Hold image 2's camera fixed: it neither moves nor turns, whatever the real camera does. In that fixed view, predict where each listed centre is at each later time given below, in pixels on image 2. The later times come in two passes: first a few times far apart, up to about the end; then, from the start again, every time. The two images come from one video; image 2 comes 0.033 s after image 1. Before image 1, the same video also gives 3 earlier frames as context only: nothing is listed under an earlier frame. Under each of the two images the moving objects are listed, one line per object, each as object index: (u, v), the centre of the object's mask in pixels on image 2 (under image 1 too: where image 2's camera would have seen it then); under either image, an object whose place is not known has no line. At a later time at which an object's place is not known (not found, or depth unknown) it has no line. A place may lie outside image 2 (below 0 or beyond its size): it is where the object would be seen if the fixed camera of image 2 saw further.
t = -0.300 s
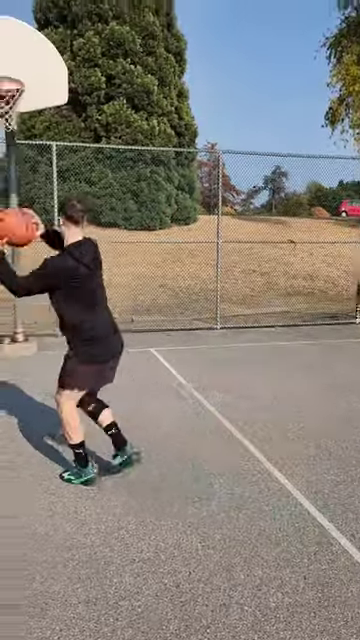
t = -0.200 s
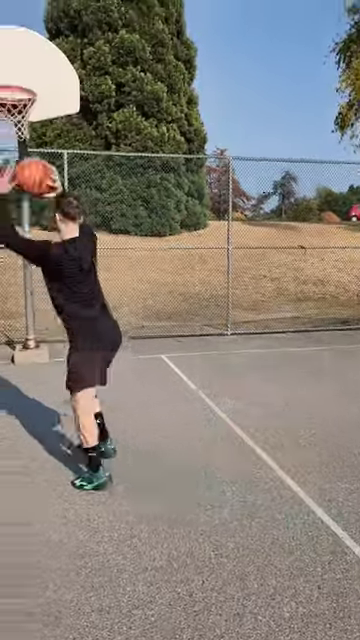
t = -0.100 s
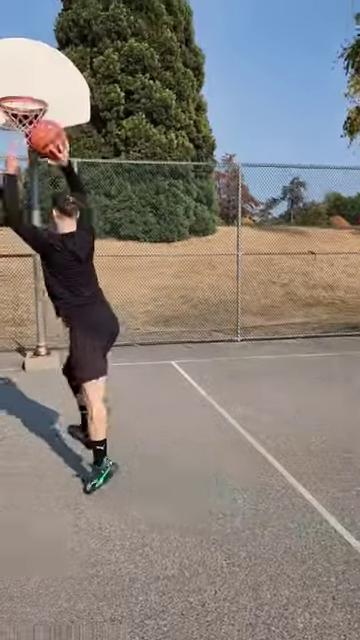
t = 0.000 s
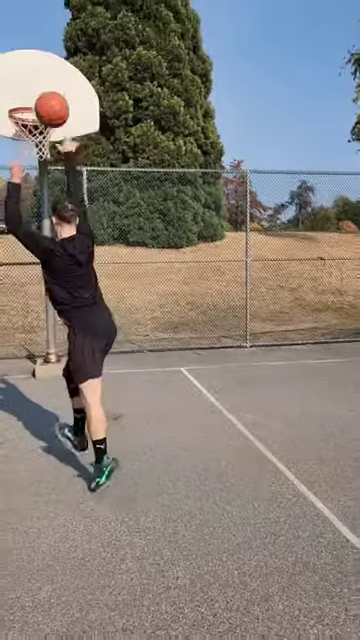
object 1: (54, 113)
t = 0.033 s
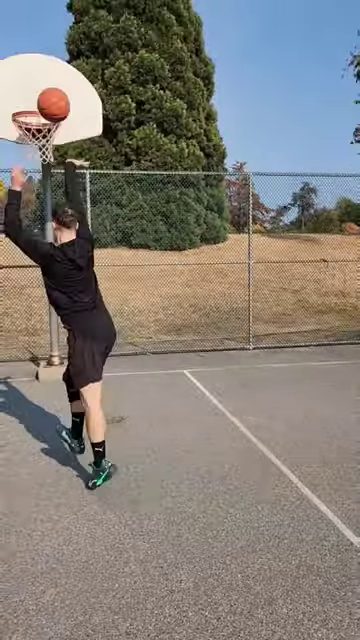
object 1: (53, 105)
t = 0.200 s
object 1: (48, 92)
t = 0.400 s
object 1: (47, 104)
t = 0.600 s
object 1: (42, 69)
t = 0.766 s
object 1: (34, 50)
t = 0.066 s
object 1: (52, 99)
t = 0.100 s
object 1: (51, 95)
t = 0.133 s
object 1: (50, 93)
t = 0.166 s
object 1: (49, 92)
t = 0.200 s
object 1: (48, 92)
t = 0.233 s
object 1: (48, 94)
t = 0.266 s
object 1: (47, 96)
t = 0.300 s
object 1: (47, 99)
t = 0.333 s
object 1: (46, 103)
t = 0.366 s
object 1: (46, 105)
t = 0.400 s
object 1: (47, 104)
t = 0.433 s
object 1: (48, 104)
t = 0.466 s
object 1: (48, 103)
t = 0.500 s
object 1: (47, 93)
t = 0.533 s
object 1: (45, 84)
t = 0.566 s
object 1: (43, 76)
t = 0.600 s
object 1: (42, 69)
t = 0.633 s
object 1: (40, 63)
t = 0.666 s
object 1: (39, 58)
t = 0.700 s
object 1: (37, 54)
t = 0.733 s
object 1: (35, 51)
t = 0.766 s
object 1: (34, 50)
